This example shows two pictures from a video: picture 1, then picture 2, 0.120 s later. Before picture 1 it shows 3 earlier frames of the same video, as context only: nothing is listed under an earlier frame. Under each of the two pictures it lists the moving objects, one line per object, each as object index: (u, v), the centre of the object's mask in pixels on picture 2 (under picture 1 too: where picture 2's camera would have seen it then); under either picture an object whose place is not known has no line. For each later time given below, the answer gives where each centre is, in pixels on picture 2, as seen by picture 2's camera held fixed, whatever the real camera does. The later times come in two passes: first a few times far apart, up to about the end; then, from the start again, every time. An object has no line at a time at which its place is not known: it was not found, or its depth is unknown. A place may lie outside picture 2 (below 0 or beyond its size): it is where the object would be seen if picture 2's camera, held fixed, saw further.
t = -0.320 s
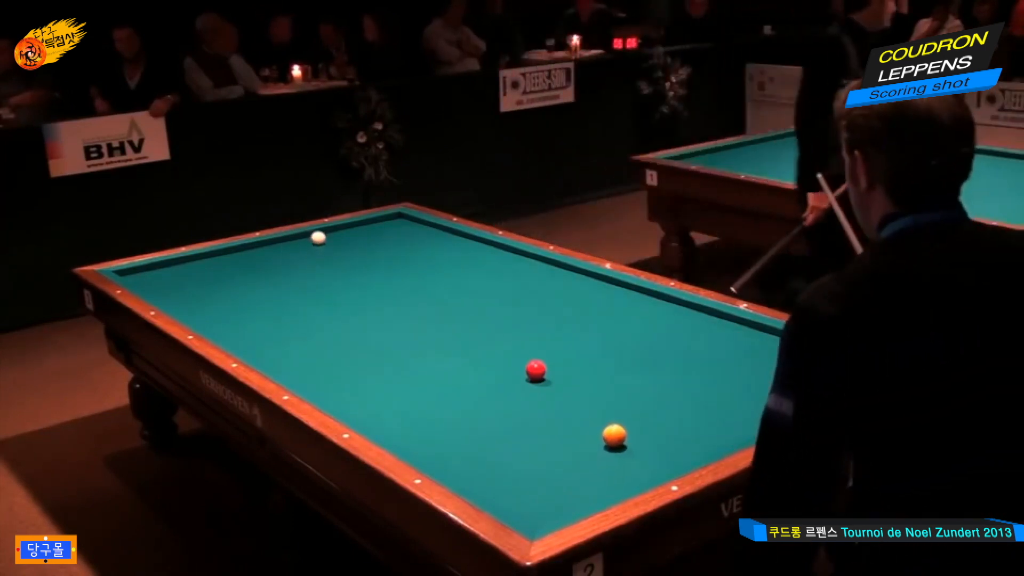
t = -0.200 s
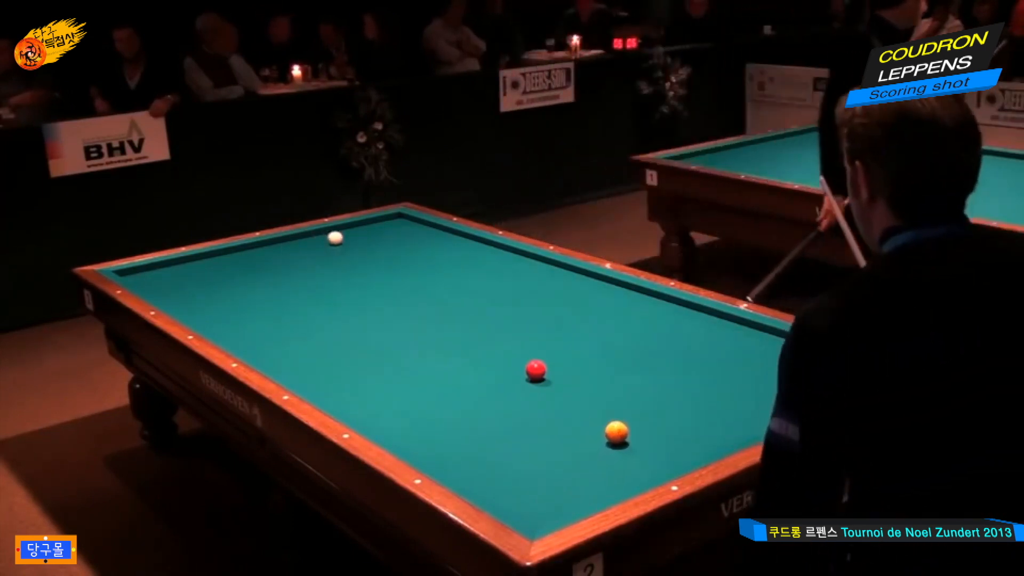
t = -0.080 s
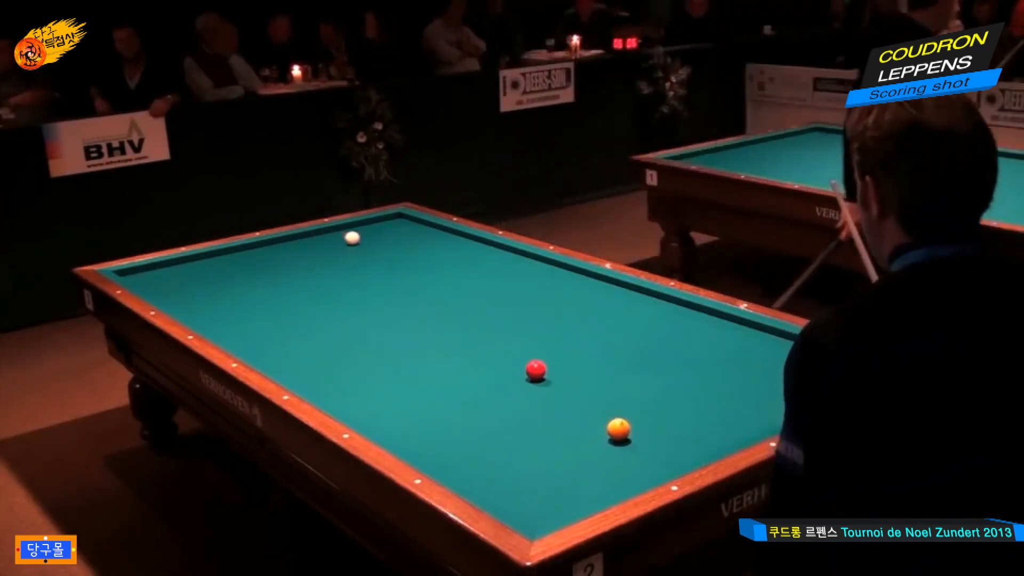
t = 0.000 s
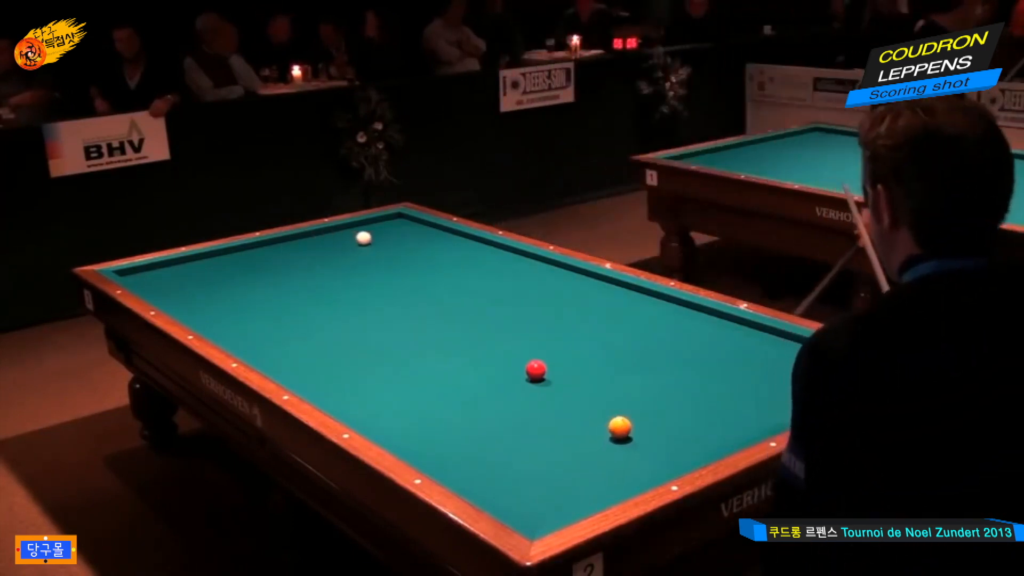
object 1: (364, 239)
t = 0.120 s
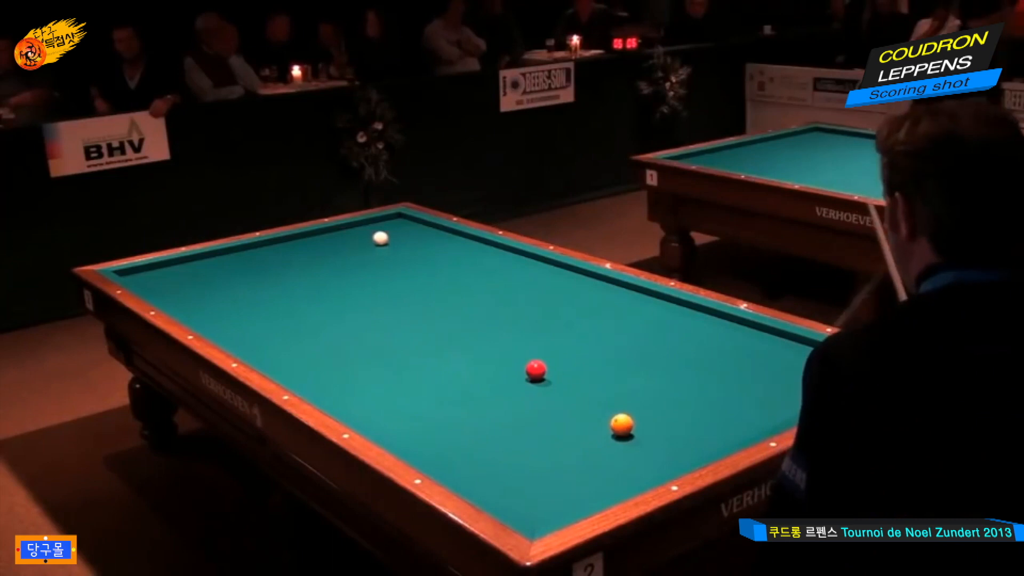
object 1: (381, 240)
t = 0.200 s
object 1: (392, 239)
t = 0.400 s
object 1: (420, 239)
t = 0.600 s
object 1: (447, 239)
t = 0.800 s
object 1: (475, 239)
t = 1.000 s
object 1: (478, 245)
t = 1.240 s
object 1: (481, 252)
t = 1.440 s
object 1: (484, 258)
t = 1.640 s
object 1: (486, 264)
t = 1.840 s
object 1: (489, 270)
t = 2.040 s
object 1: (492, 276)
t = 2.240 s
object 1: (494, 282)
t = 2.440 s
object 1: (497, 289)
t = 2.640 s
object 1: (500, 295)
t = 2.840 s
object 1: (503, 302)
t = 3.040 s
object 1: (506, 308)
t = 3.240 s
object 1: (509, 315)
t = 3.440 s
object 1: (512, 321)
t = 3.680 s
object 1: (515, 330)
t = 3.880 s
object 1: (519, 337)
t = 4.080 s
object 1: (522, 343)
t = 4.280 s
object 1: (525, 350)
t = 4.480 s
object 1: (527, 356)
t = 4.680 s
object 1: (528, 361)
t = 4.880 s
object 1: (528, 364)
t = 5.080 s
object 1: (528, 366)
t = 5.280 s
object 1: (529, 368)
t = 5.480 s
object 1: (528, 369)
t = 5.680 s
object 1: (528, 370)
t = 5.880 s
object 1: (528, 371)
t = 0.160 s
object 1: (386, 239)
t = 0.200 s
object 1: (392, 239)
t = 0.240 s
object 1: (397, 239)
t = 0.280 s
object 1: (403, 239)
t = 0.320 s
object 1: (408, 239)
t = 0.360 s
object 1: (414, 239)
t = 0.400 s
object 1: (420, 239)
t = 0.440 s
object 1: (425, 239)
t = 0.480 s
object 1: (431, 239)
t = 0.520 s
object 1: (436, 239)
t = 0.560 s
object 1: (442, 239)
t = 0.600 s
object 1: (447, 239)
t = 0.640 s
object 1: (453, 239)
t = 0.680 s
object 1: (458, 239)
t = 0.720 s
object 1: (464, 239)
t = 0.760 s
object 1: (469, 239)
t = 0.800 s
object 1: (475, 239)
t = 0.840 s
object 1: (476, 240)
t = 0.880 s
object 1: (476, 242)
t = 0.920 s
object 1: (477, 243)
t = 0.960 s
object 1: (477, 244)
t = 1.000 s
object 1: (478, 245)
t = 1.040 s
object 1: (478, 246)
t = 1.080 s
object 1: (479, 247)
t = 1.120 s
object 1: (479, 248)
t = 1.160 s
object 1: (480, 250)
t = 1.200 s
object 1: (480, 251)
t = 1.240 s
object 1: (481, 252)
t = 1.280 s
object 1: (482, 253)
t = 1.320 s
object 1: (482, 254)
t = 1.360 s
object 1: (483, 255)
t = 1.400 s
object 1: (483, 257)
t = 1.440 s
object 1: (484, 258)
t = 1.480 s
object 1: (484, 259)
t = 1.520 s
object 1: (485, 260)
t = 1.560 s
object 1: (485, 261)
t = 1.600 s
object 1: (486, 262)
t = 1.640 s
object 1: (486, 264)
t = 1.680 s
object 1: (487, 265)
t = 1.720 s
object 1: (488, 266)
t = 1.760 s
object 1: (488, 267)
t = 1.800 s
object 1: (488, 269)
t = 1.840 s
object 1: (489, 270)
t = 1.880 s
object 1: (490, 271)
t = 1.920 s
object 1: (490, 272)
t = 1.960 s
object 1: (491, 273)
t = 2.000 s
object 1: (491, 275)
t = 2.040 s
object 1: (492, 276)
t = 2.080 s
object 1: (492, 277)
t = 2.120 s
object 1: (493, 278)
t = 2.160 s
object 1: (493, 280)
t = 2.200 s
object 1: (494, 281)
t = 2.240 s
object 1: (494, 282)
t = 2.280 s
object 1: (495, 283)
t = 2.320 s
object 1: (496, 285)
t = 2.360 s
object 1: (496, 286)
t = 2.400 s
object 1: (497, 287)
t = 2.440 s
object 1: (497, 289)
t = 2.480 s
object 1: (498, 290)
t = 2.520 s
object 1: (498, 291)
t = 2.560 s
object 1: (499, 292)
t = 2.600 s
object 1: (499, 294)
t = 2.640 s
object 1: (500, 295)
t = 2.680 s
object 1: (500, 296)
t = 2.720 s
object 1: (501, 298)
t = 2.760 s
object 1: (502, 299)
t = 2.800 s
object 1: (502, 300)
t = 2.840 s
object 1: (503, 302)
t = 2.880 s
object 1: (503, 303)
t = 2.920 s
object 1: (504, 304)
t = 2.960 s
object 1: (504, 305)
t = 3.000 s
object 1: (505, 307)
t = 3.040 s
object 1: (506, 308)
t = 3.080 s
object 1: (506, 309)
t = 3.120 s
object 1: (507, 311)
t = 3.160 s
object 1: (507, 312)
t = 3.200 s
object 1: (508, 313)
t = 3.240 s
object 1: (509, 315)
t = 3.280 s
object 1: (509, 316)
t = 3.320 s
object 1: (510, 317)
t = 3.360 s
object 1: (511, 319)
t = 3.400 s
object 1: (511, 320)
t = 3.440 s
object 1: (512, 321)
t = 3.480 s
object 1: (512, 323)
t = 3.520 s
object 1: (513, 324)
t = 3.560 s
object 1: (513, 326)
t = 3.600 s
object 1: (514, 327)
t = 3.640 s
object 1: (515, 328)
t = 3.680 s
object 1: (515, 330)
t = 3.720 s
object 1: (516, 331)
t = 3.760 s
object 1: (516, 332)
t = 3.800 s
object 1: (517, 334)
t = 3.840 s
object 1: (518, 335)
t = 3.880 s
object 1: (519, 337)
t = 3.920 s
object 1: (519, 338)
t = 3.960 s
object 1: (520, 339)
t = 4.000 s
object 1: (520, 341)
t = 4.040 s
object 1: (521, 342)
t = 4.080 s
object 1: (522, 343)
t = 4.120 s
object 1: (522, 345)
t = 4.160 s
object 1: (523, 346)
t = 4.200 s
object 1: (523, 348)
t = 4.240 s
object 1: (524, 349)
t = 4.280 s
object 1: (525, 350)
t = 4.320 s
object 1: (525, 351)
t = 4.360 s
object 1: (526, 353)
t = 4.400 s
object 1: (526, 354)
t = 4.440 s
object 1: (526, 355)
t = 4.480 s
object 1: (527, 356)
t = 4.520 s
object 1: (527, 357)
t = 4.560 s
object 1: (528, 358)
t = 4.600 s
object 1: (528, 359)
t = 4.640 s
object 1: (528, 360)
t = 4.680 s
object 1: (528, 361)
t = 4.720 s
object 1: (528, 361)
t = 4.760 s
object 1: (528, 362)
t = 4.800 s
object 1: (528, 363)
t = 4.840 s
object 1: (528, 363)
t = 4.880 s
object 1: (528, 364)
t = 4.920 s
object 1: (528, 364)
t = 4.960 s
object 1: (528, 365)
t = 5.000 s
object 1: (528, 365)
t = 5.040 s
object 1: (528, 366)
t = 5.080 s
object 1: (528, 366)
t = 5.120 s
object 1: (528, 367)
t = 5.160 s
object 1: (529, 367)
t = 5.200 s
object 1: (529, 368)
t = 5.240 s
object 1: (529, 368)
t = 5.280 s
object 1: (529, 368)
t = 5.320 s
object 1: (528, 368)
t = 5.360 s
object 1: (528, 369)
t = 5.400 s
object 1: (528, 369)
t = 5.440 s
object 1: (528, 369)
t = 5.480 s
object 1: (528, 369)
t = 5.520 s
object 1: (528, 370)
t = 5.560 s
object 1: (528, 370)
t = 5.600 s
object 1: (528, 370)
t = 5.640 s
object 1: (528, 370)
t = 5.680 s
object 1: (528, 370)
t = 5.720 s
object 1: (528, 370)
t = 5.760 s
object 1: (528, 371)
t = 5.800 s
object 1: (528, 371)
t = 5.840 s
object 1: (528, 371)
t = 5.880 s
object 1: (528, 371)
